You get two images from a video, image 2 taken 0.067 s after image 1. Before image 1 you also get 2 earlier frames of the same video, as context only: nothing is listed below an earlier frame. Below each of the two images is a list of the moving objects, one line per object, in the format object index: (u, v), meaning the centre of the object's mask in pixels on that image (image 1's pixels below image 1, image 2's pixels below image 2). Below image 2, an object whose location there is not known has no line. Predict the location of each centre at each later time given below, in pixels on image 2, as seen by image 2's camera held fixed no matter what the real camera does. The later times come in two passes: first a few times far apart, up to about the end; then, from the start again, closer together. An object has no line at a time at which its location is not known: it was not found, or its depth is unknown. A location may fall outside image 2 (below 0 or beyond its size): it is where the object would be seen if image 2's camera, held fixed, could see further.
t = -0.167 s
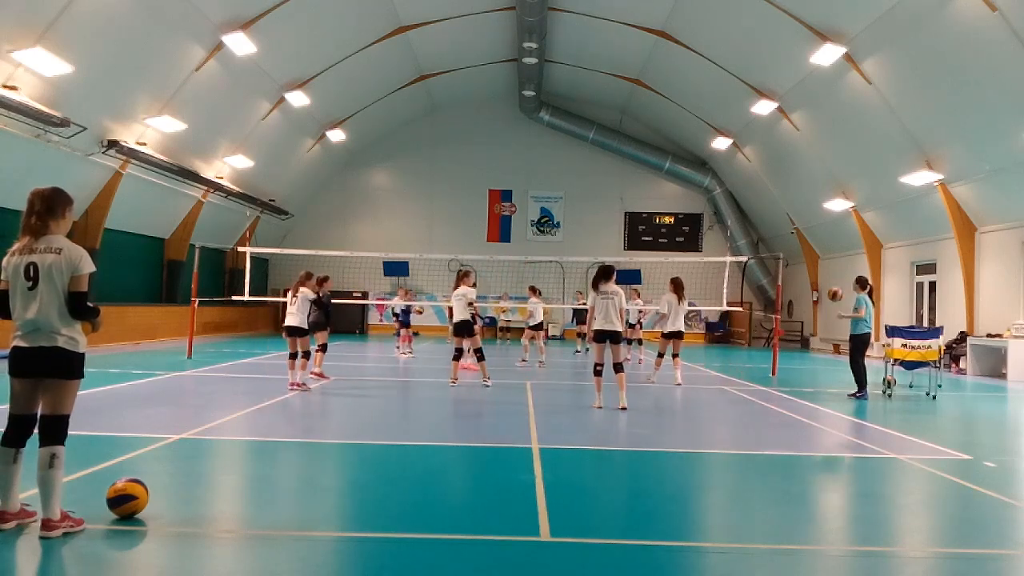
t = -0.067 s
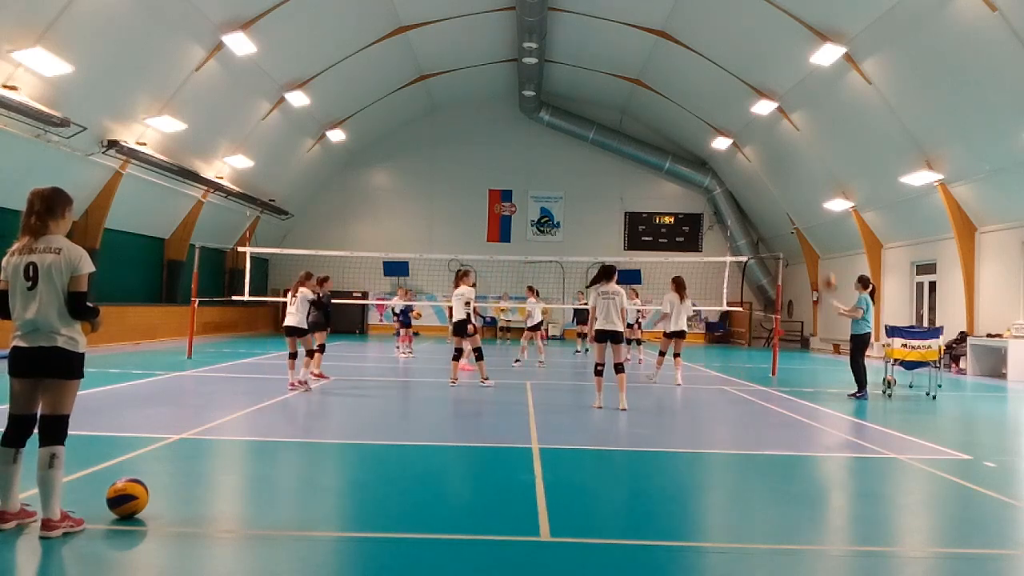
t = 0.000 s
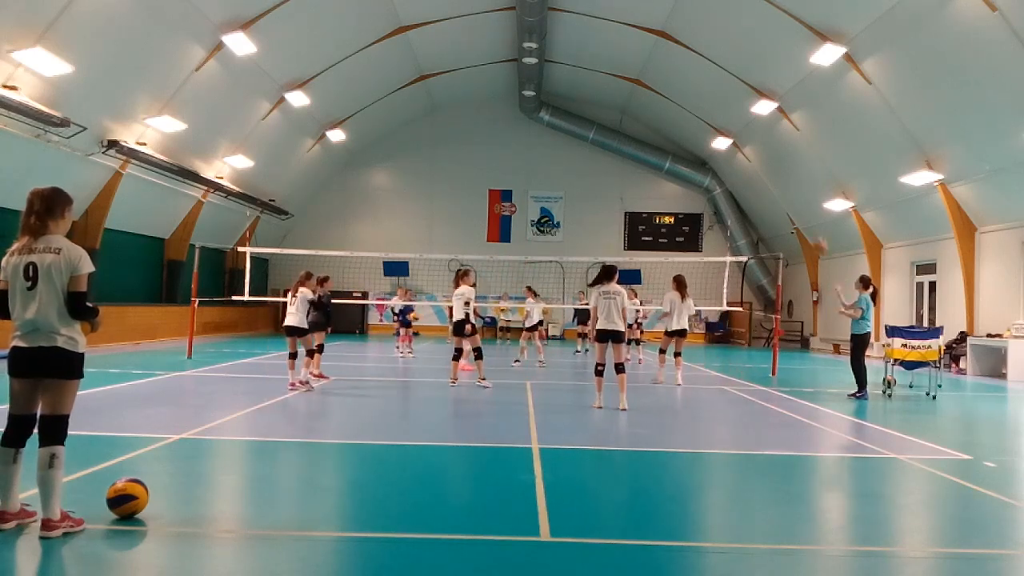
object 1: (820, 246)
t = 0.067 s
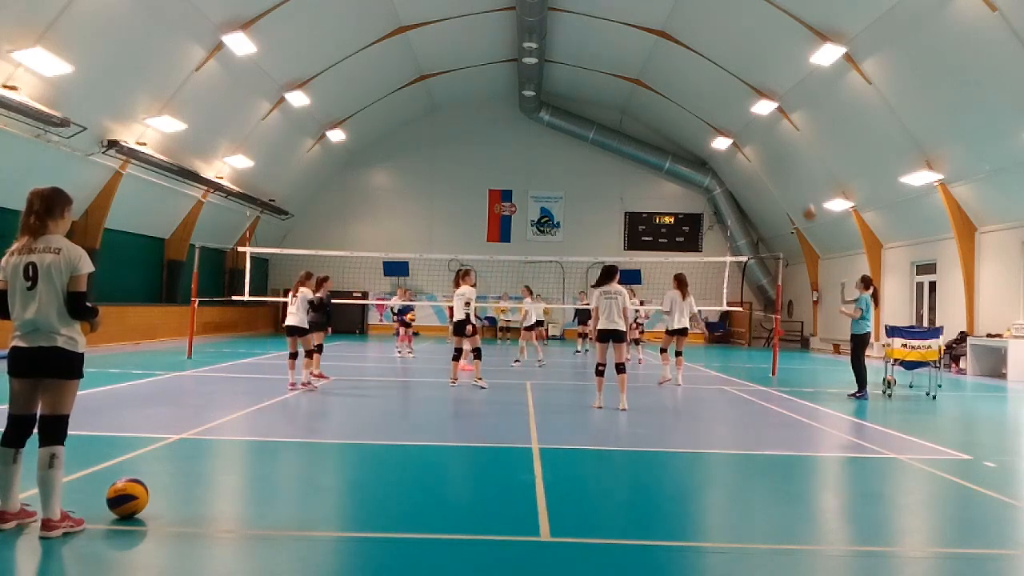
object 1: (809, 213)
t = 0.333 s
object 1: (772, 113)
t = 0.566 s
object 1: (737, 62)
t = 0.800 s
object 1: (703, 49)
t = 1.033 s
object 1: (667, 75)
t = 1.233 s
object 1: (636, 128)
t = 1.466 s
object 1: (598, 224)
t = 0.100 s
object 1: (804, 198)
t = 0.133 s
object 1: (799, 184)
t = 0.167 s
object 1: (794, 170)
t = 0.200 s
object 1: (789, 157)
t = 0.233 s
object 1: (785, 144)
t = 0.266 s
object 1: (779, 133)
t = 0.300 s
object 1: (775, 122)
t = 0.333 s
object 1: (772, 113)
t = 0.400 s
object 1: (762, 92)
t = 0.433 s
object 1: (756, 86)
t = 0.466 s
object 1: (751, 79)
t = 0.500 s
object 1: (746, 72)
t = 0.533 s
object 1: (742, 67)
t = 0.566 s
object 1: (737, 62)
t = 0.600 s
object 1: (732, 58)
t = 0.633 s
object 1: (727, 55)
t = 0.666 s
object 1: (722, 52)
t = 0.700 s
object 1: (718, 50)
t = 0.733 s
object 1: (712, 49)
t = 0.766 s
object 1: (707, 49)
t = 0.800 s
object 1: (703, 49)
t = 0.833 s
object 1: (698, 51)
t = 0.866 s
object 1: (693, 53)
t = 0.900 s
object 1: (688, 55)
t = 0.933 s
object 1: (683, 59)
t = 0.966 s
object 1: (677, 64)
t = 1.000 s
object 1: (672, 69)
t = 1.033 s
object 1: (667, 75)
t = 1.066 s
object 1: (662, 82)
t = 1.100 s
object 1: (657, 90)
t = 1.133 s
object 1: (652, 97)
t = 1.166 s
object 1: (646, 107)
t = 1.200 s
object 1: (642, 116)
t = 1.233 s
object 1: (636, 128)
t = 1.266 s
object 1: (631, 139)
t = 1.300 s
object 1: (626, 150)
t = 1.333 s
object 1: (620, 163)
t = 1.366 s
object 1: (614, 177)
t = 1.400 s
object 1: (608, 193)
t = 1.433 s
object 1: (603, 208)
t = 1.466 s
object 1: (598, 224)
